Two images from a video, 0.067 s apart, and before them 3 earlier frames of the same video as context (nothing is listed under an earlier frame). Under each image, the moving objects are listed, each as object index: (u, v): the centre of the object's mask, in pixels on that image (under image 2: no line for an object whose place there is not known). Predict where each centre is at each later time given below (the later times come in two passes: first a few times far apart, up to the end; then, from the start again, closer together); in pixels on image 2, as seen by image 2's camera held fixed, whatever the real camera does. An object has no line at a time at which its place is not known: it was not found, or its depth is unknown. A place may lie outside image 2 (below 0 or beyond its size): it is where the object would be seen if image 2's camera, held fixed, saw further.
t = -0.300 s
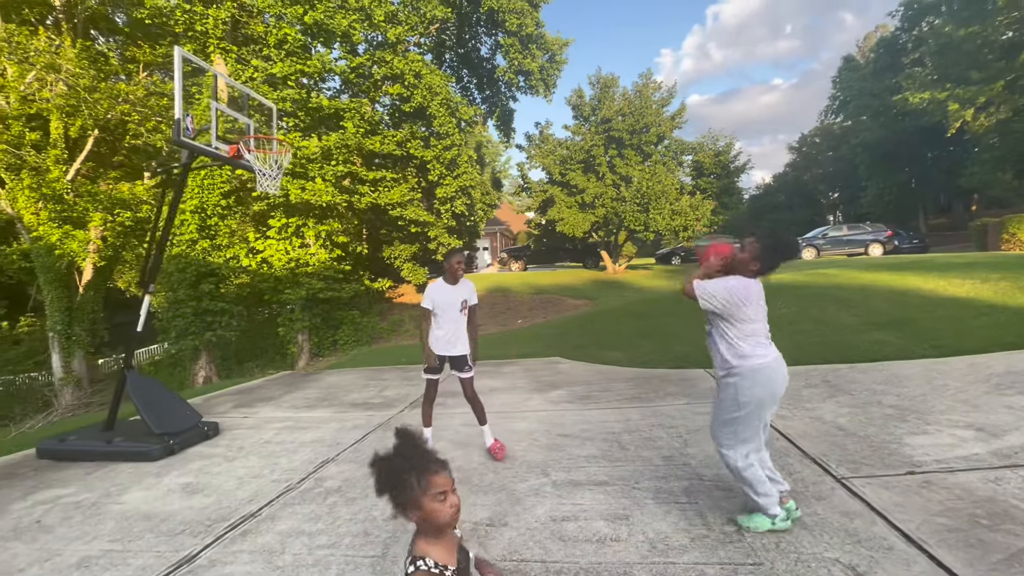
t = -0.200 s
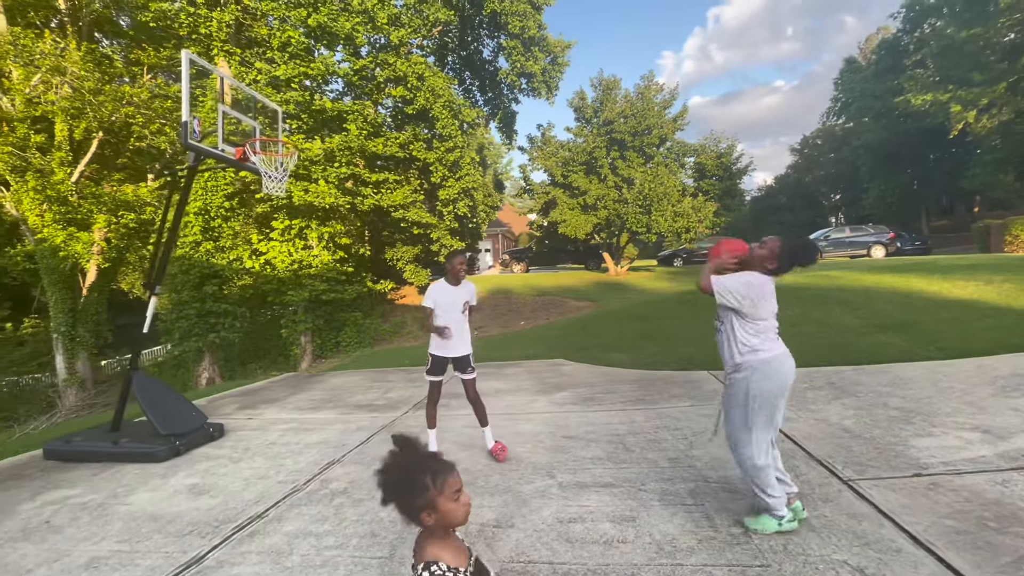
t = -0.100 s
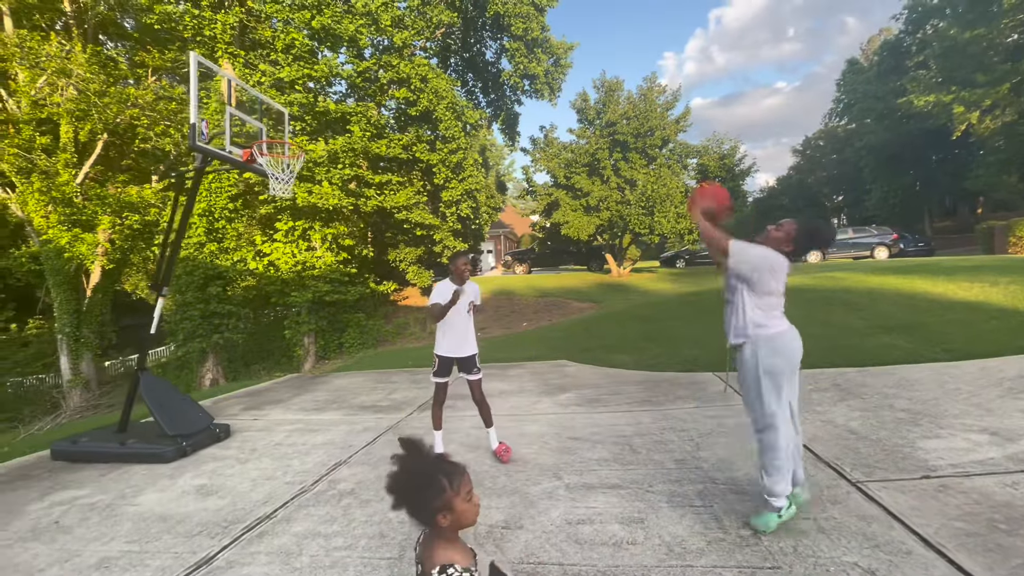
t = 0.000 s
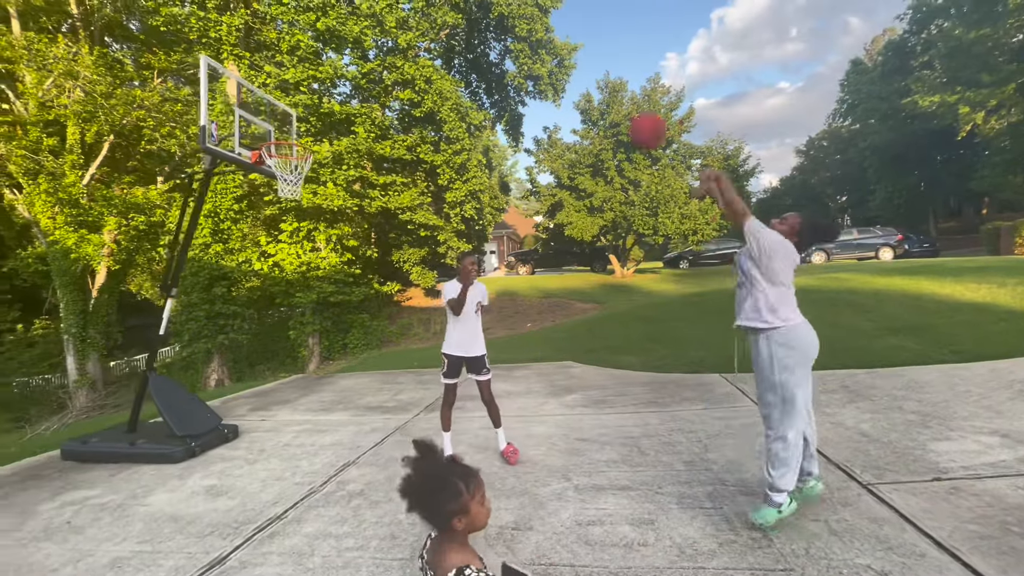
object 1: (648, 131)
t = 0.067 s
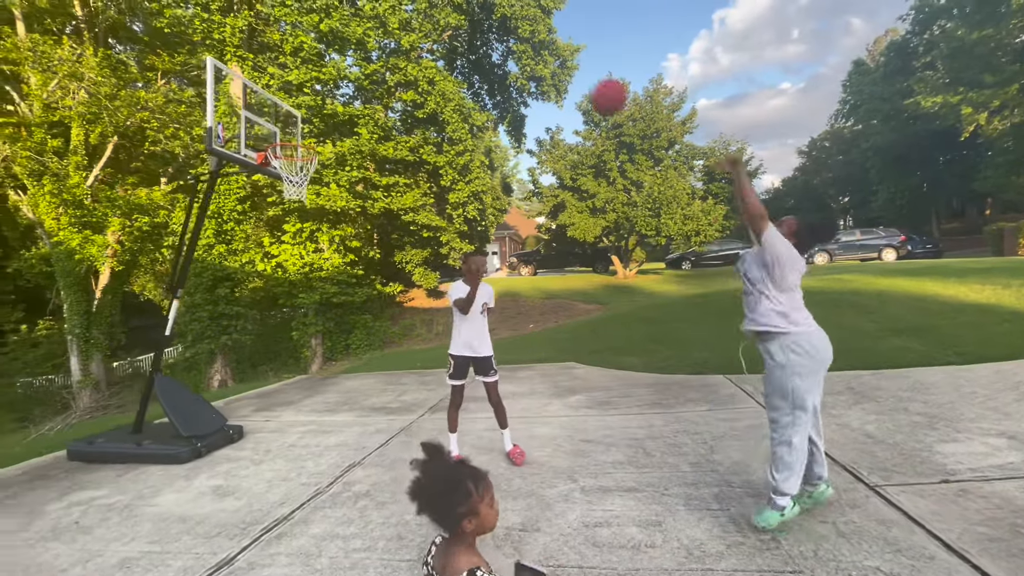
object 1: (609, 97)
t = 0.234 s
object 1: (523, 48)
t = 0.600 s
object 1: (383, 76)
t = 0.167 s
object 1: (555, 62)
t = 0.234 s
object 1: (523, 48)
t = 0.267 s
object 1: (507, 46)
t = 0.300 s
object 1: (492, 42)
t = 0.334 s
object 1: (478, 42)
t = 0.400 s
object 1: (451, 44)
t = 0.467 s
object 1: (426, 50)
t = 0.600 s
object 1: (383, 76)
